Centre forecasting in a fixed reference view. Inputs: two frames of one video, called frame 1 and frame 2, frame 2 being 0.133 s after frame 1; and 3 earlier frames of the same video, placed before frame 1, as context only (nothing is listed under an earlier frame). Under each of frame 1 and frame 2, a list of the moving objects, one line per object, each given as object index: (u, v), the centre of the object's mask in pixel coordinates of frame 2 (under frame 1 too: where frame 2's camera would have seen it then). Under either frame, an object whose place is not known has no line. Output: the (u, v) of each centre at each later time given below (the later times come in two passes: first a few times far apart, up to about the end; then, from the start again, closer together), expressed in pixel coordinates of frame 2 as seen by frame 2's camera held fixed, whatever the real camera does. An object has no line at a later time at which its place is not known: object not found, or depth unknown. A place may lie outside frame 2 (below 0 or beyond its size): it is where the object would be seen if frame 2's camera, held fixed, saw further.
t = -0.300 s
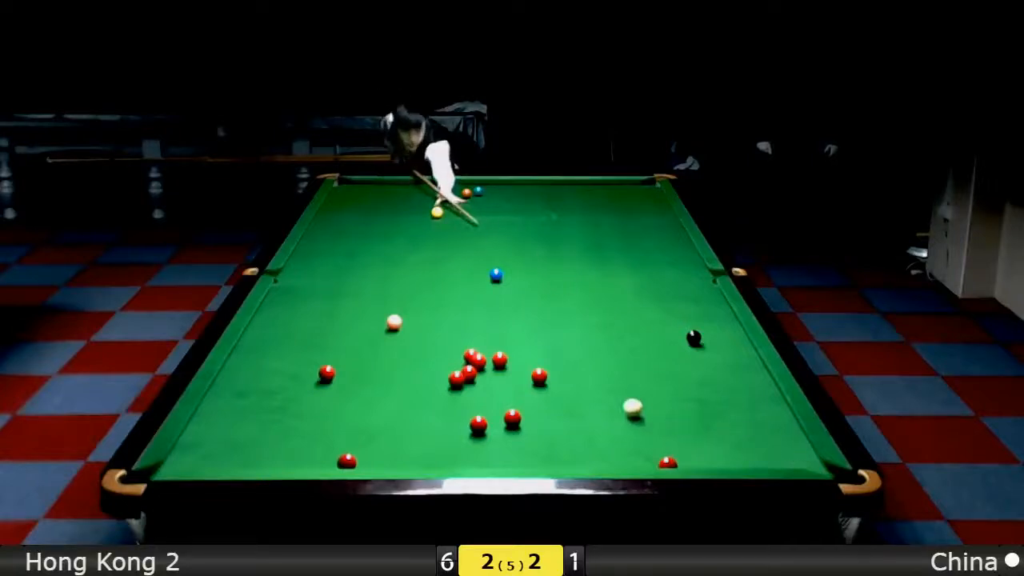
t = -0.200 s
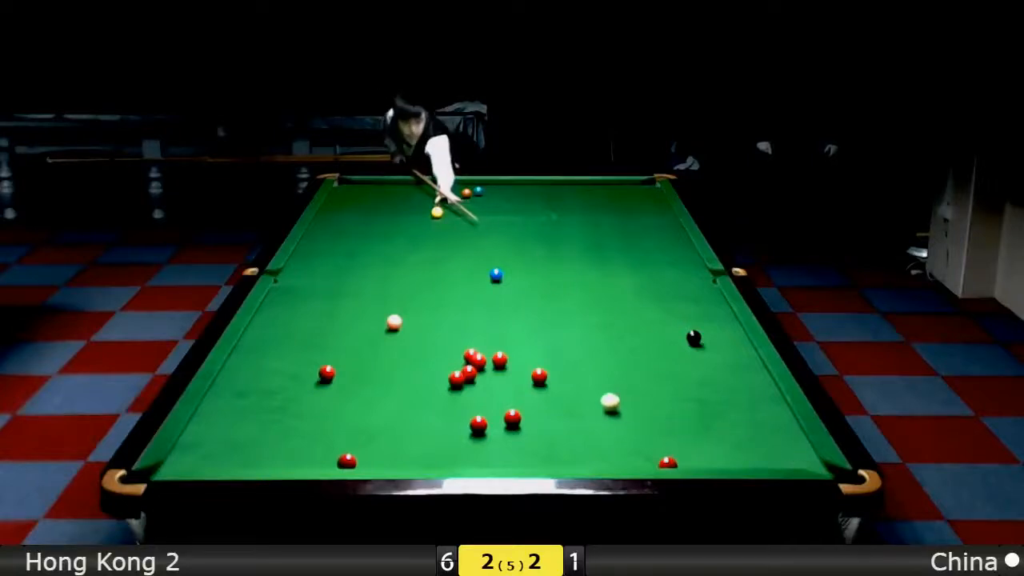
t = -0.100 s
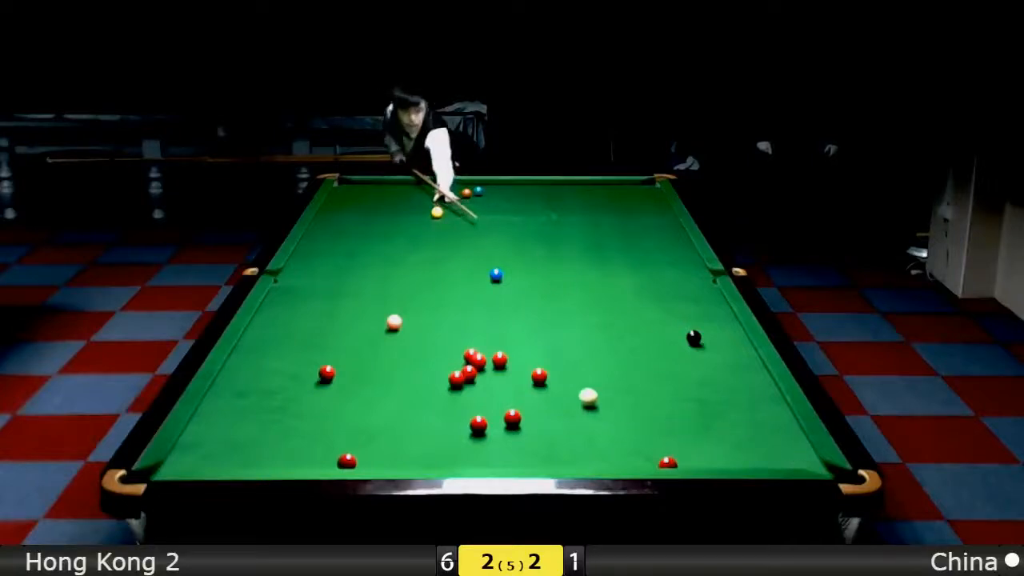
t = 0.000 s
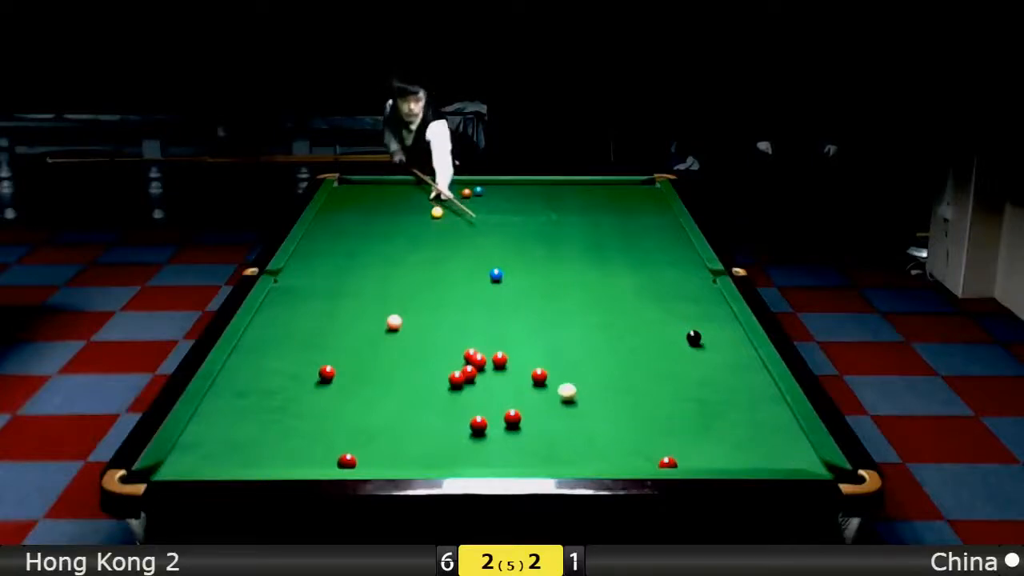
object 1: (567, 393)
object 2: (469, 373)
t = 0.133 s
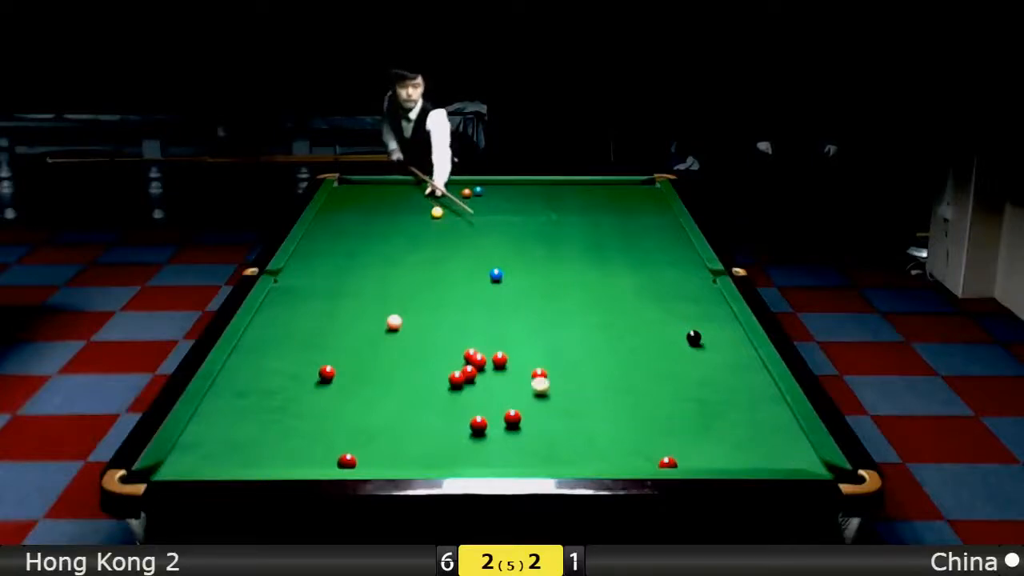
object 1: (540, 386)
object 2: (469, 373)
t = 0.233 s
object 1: (521, 382)
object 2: (470, 374)
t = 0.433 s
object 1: (485, 373)
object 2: (469, 374)
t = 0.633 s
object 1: (478, 367)
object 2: (442, 373)
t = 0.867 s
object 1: (471, 365)
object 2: (419, 371)
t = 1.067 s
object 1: (466, 365)
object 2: (399, 370)
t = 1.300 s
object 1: (462, 364)
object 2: (378, 369)
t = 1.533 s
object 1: (458, 363)
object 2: (358, 369)
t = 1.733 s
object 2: (343, 367)
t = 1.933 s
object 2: (328, 362)
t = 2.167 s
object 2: (312, 364)
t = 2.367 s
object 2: (299, 364)
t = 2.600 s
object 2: (286, 364)
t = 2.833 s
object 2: (274, 363)
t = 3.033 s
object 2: (266, 362)
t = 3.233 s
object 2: (258, 361)
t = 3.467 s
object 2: (254, 361)
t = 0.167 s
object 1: (533, 385)
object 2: (470, 374)
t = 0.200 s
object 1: (527, 383)
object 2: (470, 374)
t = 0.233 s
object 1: (521, 382)
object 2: (470, 374)
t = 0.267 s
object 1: (515, 380)
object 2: (470, 374)
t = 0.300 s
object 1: (508, 378)
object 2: (470, 374)
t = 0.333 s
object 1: (502, 377)
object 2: (470, 374)
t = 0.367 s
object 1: (496, 376)
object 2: (470, 374)
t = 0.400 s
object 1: (489, 374)
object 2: (470, 374)
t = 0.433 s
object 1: (485, 373)
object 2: (469, 374)
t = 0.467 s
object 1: (484, 372)
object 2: (465, 373)
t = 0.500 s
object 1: (483, 371)
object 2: (459, 370)
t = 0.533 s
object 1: (482, 369)
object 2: (452, 370)
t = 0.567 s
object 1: (480, 367)
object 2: (449, 371)
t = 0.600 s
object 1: (479, 367)
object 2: (445, 372)
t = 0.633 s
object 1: (478, 367)
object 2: (442, 373)
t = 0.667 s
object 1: (477, 367)
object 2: (439, 373)
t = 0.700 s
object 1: (476, 367)
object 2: (436, 373)
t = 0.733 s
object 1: (475, 366)
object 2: (433, 372)
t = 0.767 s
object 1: (474, 366)
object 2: (429, 373)
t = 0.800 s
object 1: (473, 366)
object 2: (426, 372)
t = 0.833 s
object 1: (472, 366)
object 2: (422, 372)
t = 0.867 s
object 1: (471, 365)
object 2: (419, 371)
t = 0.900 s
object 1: (470, 365)
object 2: (416, 371)
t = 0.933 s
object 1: (469, 365)
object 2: (413, 371)
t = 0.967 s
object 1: (469, 365)
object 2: (409, 371)
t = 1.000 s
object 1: (468, 365)
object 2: (406, 371)
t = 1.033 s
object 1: (467, 365)
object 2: (403, 371)
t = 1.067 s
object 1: (466, 365)
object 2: (399, 370)
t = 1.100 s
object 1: (465, 364)
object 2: (396, 370)
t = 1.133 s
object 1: (465, 364)
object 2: (393, 370)
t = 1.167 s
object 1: (464, 364)
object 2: (390, 370)
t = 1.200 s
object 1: (464, 364)
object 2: (387, 370)
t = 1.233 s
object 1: (463, 364)
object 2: (384, 370)
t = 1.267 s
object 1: (463, 363)
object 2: (381, 369)
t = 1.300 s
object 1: (462, 364)
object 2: (378, 369)
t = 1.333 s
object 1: (461, 364)
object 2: (375, 369)
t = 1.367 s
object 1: (461, 363)
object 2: (372, 369)
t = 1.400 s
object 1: (460, 364)
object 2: (369, 369)
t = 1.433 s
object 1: (460, 363)
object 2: (366, 369)
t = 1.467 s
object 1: (459, 363)
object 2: (363, 369)
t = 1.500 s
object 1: (458, 363)
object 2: (360, 369)
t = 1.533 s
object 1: (458, 363)
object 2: (358, 369)
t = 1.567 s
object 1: (458, 363)
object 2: (355, 368)
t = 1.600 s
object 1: (457, 362)
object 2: (352, 368)
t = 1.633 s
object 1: (456, 362)
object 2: (350, 368)
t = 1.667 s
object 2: (347, 368)
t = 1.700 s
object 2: (345, 367)
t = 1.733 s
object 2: (343, 367)
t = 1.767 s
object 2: (340, 367)
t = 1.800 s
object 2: (338, 366)
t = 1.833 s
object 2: (337, 366)
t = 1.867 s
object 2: (334, 364)
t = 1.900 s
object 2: (331, 363)
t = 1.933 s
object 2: (328, 362)
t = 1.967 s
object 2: (325, 362)
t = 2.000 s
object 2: (322, 363)
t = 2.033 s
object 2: (320, 363)
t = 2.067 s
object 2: (318, 364)
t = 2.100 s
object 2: (316, 364)
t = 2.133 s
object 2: (314, 364)
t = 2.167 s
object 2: (312, 364)
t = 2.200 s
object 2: (309, 364)
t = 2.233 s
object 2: (307, 364)
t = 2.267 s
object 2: (305, 364)
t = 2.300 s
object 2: (303, 364)
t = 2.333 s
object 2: (301, 364)
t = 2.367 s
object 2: (299, 364)
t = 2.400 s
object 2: (297, 364)
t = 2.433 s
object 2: (295, 363)
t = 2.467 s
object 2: (293, 363)
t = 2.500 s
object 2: (291, 364)
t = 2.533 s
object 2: (290, 363)
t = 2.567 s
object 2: (288, 364)
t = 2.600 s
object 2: (286, 364)
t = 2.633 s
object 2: (284, 363)
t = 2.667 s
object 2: (282, 363)
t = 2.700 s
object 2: (281, 363)
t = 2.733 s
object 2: (279, 363)
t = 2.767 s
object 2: (278, 363)
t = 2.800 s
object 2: (276, 363)
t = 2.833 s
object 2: (274, 363)
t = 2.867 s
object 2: (273, 362)
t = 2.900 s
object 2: (272, 362)
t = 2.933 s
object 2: (270, 363)
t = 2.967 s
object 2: (268, 362)
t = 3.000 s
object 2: (267, 362)
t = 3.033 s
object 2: (266, 362)
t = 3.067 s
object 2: (264, 362)
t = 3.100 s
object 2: (263, 362)
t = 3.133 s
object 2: (261, 362)
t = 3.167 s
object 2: (261, 362)
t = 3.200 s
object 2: (259, 361)
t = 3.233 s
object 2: (258, 361)
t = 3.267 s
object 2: (257, 361)
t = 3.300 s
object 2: (256, 361)
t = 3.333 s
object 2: (254, 361)
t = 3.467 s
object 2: (254, 361)
